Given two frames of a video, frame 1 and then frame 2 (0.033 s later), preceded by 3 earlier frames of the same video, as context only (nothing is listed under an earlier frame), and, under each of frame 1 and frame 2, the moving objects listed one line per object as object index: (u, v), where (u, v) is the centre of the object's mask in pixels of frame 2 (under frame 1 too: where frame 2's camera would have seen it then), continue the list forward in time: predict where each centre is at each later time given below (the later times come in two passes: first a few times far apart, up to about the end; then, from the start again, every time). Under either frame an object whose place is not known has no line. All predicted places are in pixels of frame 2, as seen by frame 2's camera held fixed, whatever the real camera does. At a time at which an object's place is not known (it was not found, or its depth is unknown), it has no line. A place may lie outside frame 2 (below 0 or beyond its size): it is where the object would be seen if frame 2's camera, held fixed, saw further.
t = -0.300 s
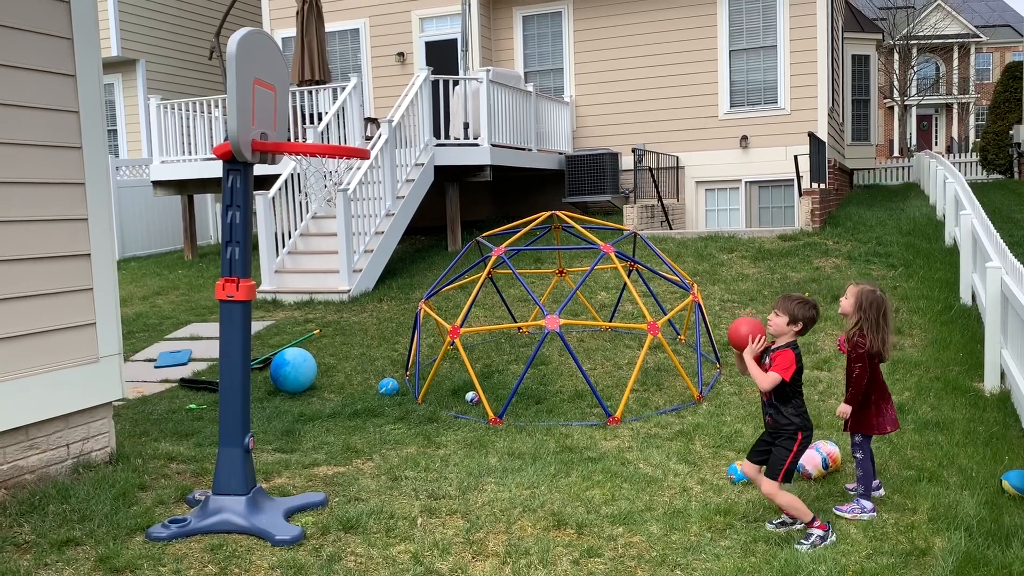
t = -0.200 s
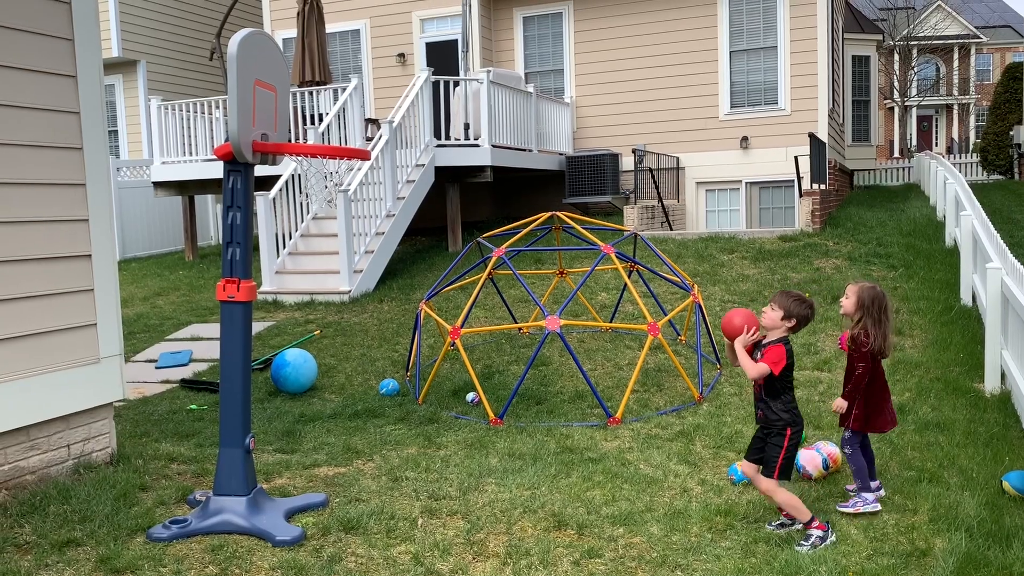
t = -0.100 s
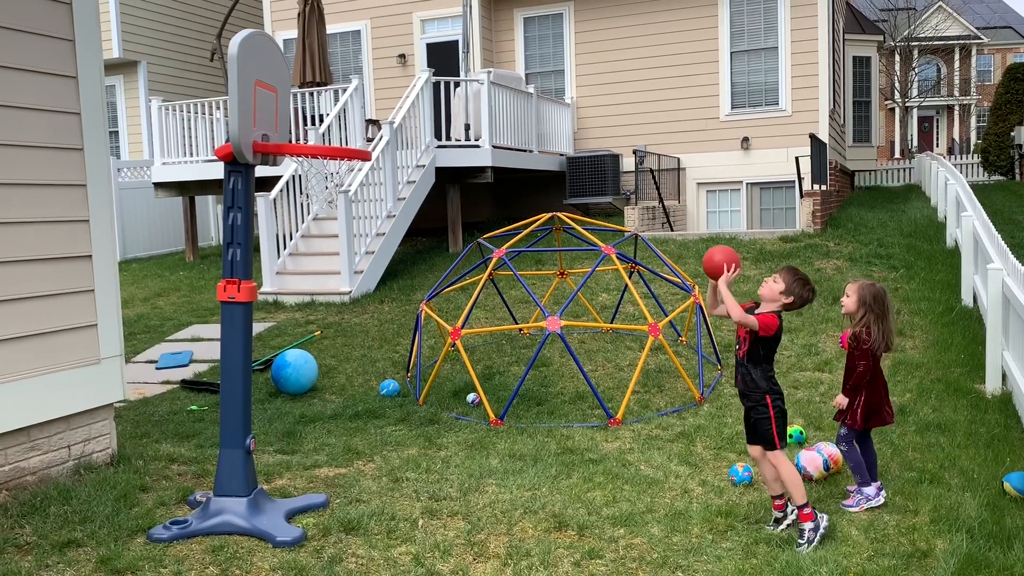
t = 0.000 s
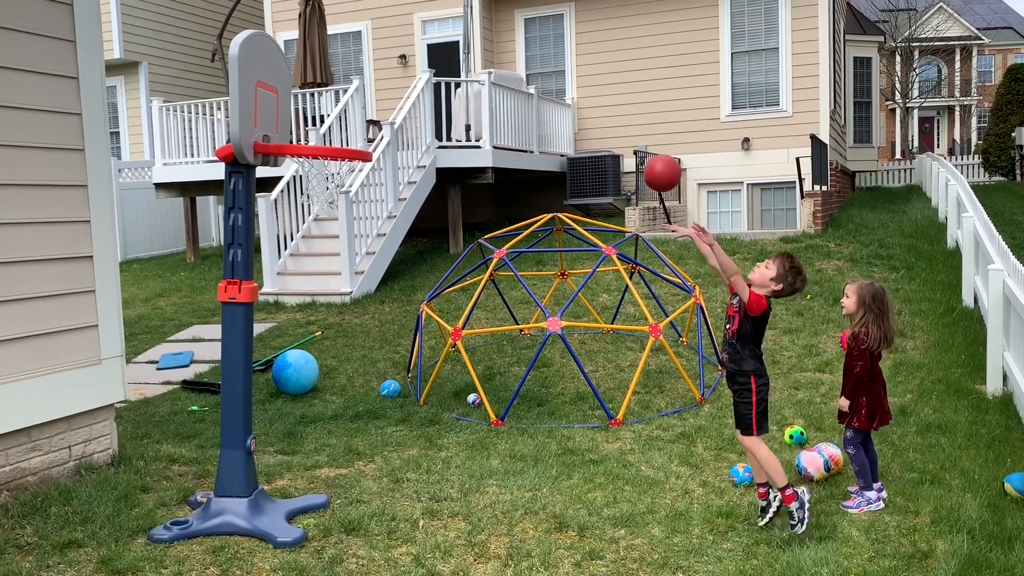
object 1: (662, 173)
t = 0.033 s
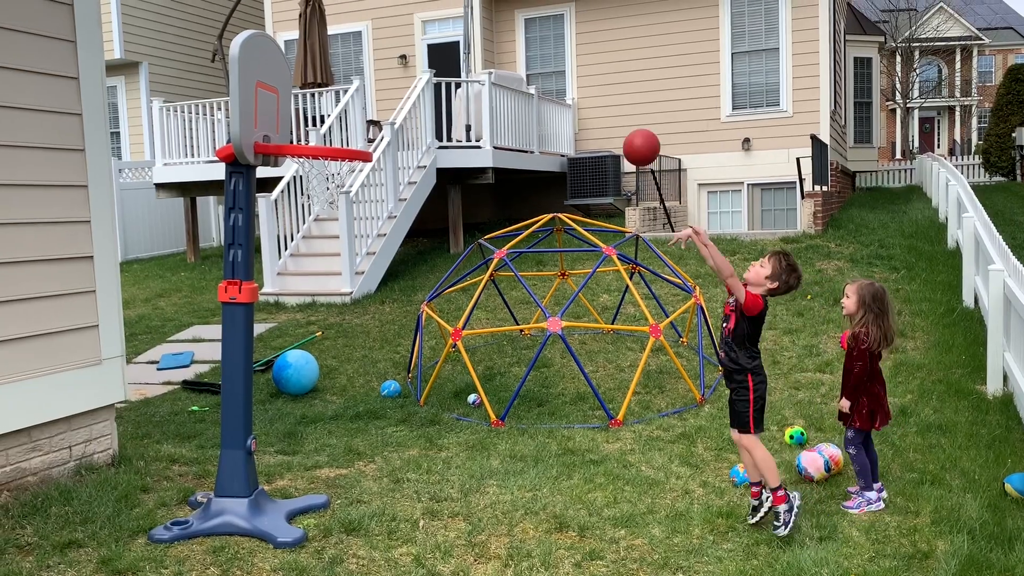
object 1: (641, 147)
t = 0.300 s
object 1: (477, 29)
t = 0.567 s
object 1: (324, 70)
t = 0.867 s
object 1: (328, 168)
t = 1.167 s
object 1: (323, 183)
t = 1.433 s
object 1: (324, 208)
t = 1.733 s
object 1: (324, 363)
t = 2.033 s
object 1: (332, 437)
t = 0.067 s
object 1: (620, 124)
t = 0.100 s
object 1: (599, 103)
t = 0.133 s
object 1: (579, 85)
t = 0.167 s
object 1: (558, 69)
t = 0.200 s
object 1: (537, 55)
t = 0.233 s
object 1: (517, 44)
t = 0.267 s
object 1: (497, 36)
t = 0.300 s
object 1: (477, 29)
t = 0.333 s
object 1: (458, 26)
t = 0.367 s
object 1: (438, 25)
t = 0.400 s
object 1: (418, 26)
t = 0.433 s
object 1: (399, 30)
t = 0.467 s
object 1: (380, 36)
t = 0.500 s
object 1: (361, 45)
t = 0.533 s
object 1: (342, 56)
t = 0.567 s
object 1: (324, 70)
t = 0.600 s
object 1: (306, 86)
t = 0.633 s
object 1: (293, 103)
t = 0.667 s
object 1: (307, 118)
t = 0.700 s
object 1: (321, 132)
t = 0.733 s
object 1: (333, 144)
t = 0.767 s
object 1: (342, 156)
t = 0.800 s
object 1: (342, 162)
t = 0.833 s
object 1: (336, 168)
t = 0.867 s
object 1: (328, 168)
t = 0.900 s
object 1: (320, 168)
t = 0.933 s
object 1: (314, 168)
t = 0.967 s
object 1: (311, 169)
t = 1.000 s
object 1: (310, 171)
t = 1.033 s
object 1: (311, 172)
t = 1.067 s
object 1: (313, 174)
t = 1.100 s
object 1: (316, 177)
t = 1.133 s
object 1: (319, 180)
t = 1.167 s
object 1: (323, 183)
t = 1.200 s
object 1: (325, 185)
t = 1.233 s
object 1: (325, 187)
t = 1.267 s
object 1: (326, 189)
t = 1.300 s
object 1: (325, 192)
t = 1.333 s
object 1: (325, 195)
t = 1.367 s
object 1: (325, 199)
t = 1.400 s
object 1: (324, 203)
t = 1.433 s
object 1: (324, 208)
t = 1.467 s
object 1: (323, 216)
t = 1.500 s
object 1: (323, 227)
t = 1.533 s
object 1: (323, 239)
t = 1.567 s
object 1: (323, 254)
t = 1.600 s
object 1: (322, 272)
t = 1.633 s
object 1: (323, 291)
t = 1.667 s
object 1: (323, 313)
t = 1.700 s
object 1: (323, 337)
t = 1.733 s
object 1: (324, 363)
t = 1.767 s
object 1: (325, 391)
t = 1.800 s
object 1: (325, 422)
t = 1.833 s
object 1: (326, 454)
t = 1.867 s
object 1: (328, 489)
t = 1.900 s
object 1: (329, 508)
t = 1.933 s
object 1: (330, 486)
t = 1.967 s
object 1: (330, 467)
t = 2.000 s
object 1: (331, 451)
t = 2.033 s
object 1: (332, 437)
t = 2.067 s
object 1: (333, 425)
